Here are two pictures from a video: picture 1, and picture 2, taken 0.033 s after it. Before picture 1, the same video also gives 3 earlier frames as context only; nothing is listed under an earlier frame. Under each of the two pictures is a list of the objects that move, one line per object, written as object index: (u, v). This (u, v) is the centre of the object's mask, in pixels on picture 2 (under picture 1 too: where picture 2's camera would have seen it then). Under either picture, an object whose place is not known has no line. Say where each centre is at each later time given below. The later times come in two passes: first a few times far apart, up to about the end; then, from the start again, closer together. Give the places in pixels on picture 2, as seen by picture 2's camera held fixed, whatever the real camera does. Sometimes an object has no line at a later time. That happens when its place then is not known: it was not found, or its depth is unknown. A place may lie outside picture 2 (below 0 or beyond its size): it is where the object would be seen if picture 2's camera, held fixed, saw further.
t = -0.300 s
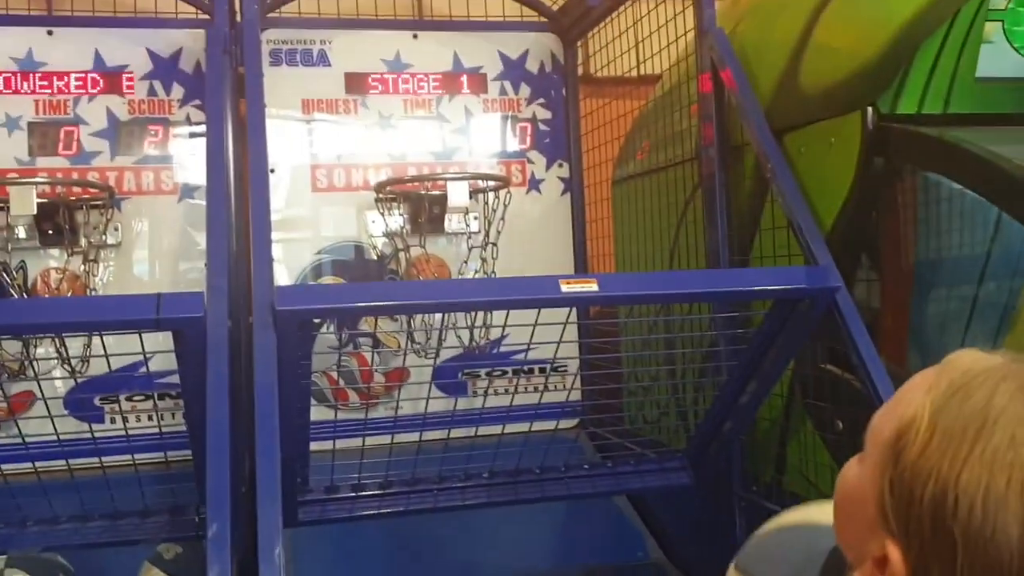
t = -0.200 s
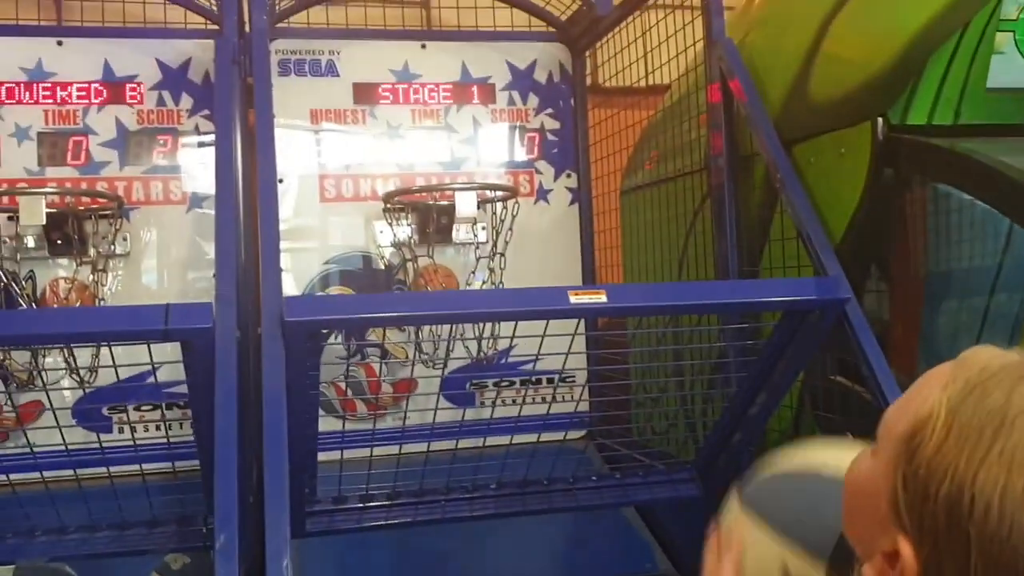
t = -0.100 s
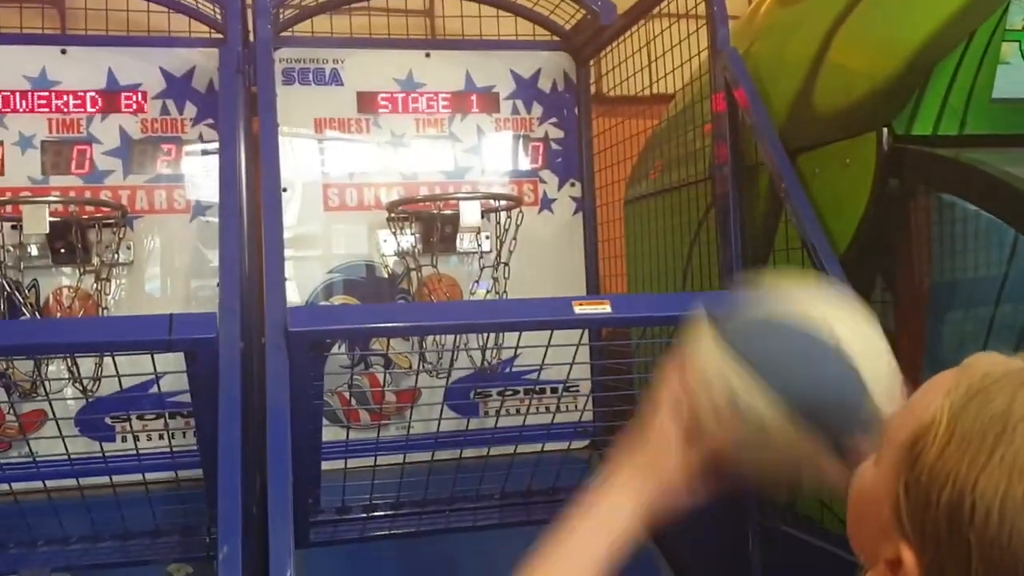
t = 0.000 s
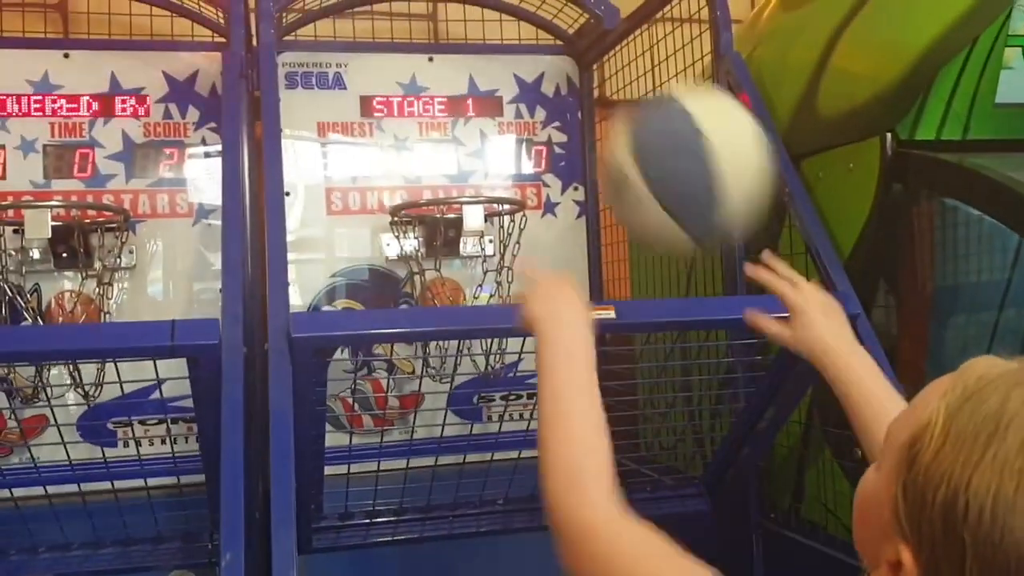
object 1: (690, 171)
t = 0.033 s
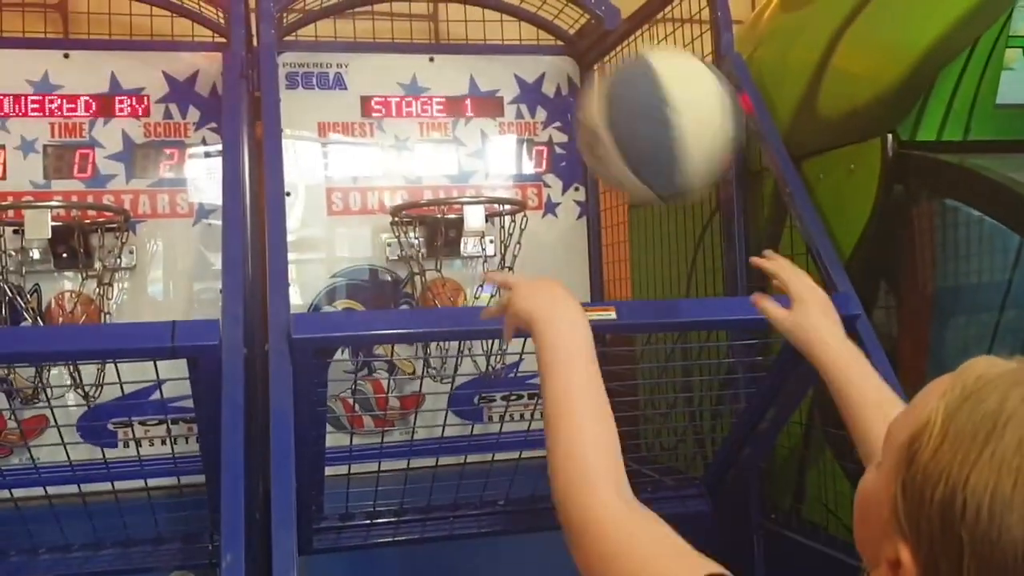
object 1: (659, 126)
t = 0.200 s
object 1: (562, 51)
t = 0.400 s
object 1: (504, 144)
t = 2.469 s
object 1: (521, 469)
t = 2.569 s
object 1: (522, 483)
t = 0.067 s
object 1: (632, 90)
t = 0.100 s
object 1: (611, 68)
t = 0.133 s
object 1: (592, 56)
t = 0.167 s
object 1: (576, 52)
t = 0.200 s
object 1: (562, 51)
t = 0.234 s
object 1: (550, 55)
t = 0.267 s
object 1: (539, 65)
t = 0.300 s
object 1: (529, 81)
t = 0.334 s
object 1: (521, 98)
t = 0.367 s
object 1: (512, 120)
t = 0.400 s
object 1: (504, 144)
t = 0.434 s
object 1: (499, 161)
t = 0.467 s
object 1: (494, 160)
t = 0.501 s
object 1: (490, 160)
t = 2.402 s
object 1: (520, 470)
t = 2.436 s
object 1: (520, 469)
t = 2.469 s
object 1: (521, 469)
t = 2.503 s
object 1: (521, 472)
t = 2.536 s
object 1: (523, 476)
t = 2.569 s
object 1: (522, 483)
